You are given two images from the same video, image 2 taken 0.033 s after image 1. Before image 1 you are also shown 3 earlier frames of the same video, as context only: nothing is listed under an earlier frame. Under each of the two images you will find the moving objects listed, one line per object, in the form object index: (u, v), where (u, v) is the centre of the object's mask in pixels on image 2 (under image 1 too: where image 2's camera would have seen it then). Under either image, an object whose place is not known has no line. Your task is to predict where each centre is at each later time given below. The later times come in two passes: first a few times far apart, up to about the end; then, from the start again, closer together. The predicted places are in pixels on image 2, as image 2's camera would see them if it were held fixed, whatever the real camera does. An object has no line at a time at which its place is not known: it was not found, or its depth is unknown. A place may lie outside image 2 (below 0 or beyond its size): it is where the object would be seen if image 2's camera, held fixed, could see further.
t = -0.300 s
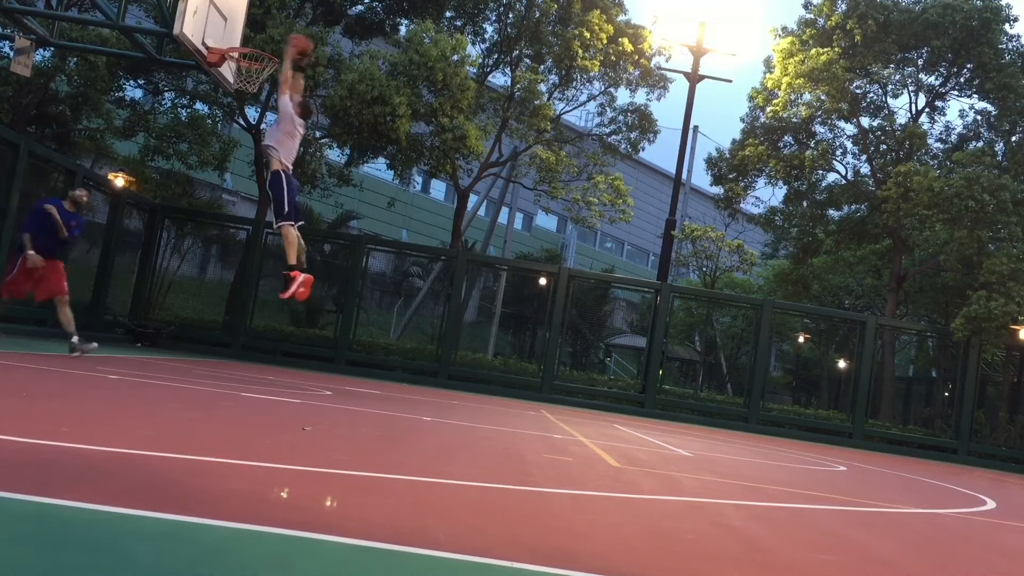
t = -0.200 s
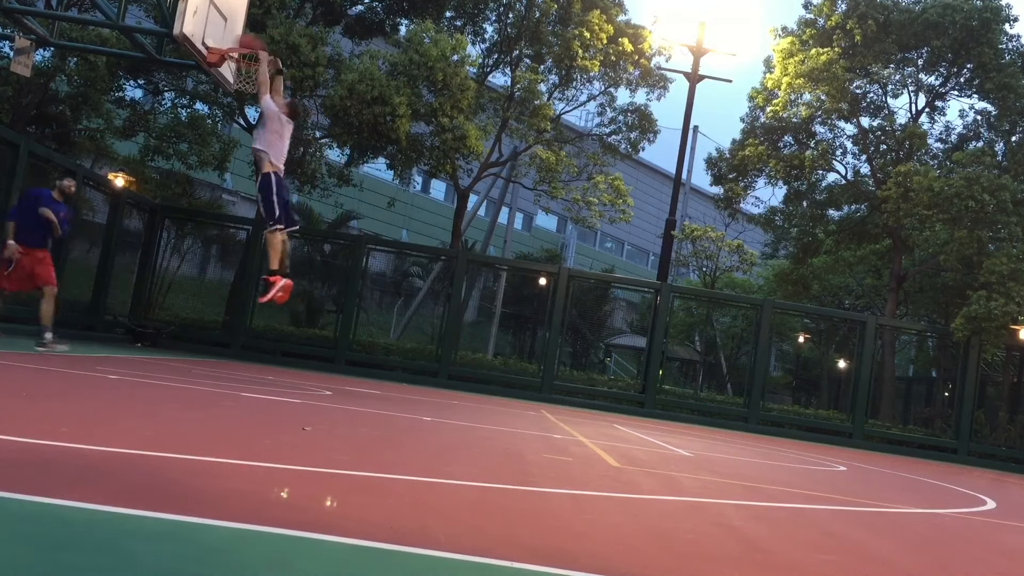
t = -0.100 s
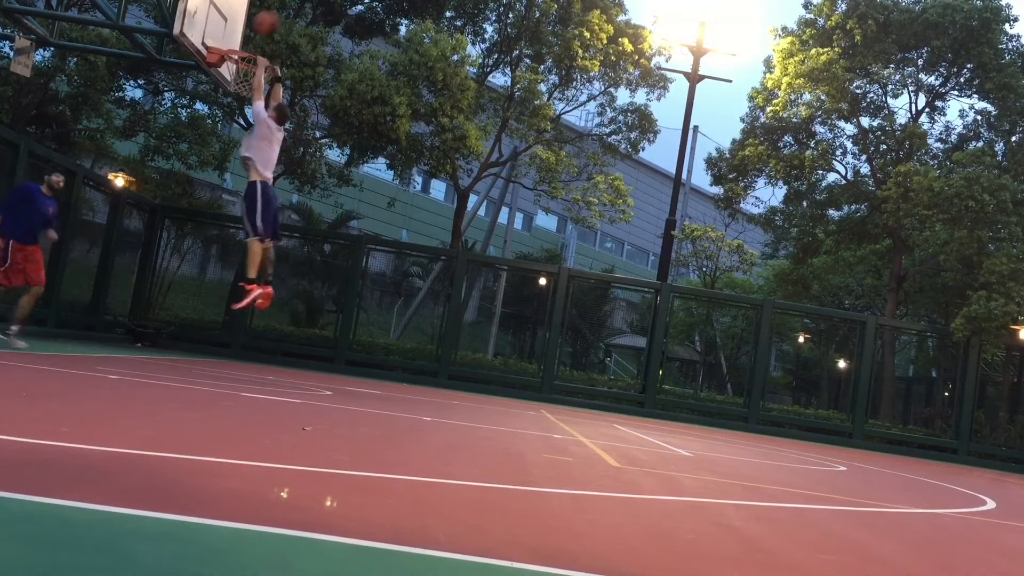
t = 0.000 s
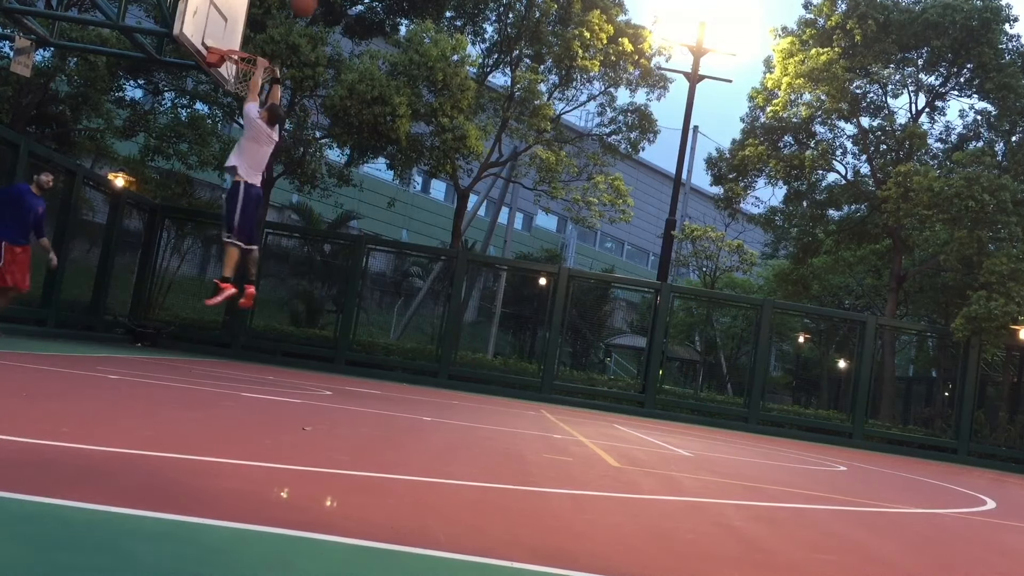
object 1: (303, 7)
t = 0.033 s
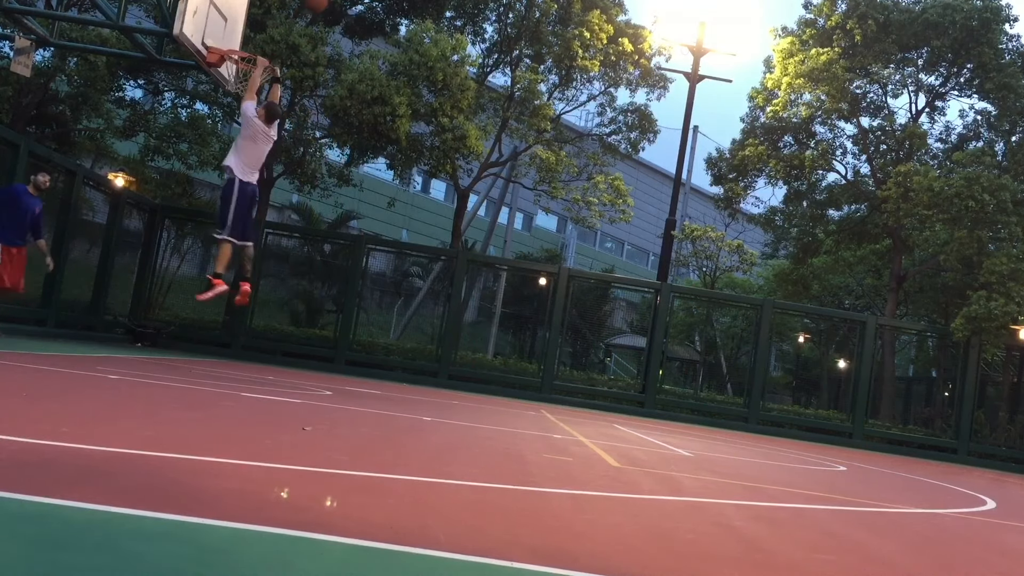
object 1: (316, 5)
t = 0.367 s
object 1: (417, 15)
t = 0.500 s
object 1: (451, 49)
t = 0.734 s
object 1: (504, 149)
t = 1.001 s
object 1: (552, 322)
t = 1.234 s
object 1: (588, 334)
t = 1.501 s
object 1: (616, 218)
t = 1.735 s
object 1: (633, 171)
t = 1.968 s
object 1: (642, 173)
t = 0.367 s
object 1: (417, 15)
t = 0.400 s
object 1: (426, 22)
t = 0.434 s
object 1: (434, 30)
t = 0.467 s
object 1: (443, 39)
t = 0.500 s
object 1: (451, 49)
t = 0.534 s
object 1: (459, 61)
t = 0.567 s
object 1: (467, 73)
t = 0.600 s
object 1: (475, 86)
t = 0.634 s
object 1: (483, 100)
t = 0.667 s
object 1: (490, 115)
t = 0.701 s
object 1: (497, 131)
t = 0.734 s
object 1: (504, 149)
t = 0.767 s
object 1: (510, 166)
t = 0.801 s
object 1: (517, 185)
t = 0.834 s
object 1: (523, 205)
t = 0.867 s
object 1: (530, 227)
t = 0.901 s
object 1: (537, 250)
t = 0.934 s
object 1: (543, 269)
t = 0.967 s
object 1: (548, 297)
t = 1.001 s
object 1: (552, 322)
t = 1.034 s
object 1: (557, 348)
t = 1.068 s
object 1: (563, 376)
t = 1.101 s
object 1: (567, 405)
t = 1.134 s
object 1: (573, 396)
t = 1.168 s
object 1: (577, 373)
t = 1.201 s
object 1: (582, 354)
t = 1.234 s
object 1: (588, 334)
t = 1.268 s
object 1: (591, 316)
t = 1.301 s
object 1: (596, 299)
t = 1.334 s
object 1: (599, 284)
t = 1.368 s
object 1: (603, 267)
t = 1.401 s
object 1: (606, 254)
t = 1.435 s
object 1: (610, 241)
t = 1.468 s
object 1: (613, 228)
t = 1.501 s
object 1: (616, 218)
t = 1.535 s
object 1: (619, 209)
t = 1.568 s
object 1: (621, 200)
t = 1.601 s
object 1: (624, 193)
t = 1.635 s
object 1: (626, 185)
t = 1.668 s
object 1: (629, 180)
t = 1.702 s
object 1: (631, 175)
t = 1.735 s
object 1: (633, 171)
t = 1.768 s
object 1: (635, 169)
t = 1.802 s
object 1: (636, 167)
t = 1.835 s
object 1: (638, 166)
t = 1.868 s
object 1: (639, 167)
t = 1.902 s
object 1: (639, 168)
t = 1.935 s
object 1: (641, 169)
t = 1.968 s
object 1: (642, 173)
